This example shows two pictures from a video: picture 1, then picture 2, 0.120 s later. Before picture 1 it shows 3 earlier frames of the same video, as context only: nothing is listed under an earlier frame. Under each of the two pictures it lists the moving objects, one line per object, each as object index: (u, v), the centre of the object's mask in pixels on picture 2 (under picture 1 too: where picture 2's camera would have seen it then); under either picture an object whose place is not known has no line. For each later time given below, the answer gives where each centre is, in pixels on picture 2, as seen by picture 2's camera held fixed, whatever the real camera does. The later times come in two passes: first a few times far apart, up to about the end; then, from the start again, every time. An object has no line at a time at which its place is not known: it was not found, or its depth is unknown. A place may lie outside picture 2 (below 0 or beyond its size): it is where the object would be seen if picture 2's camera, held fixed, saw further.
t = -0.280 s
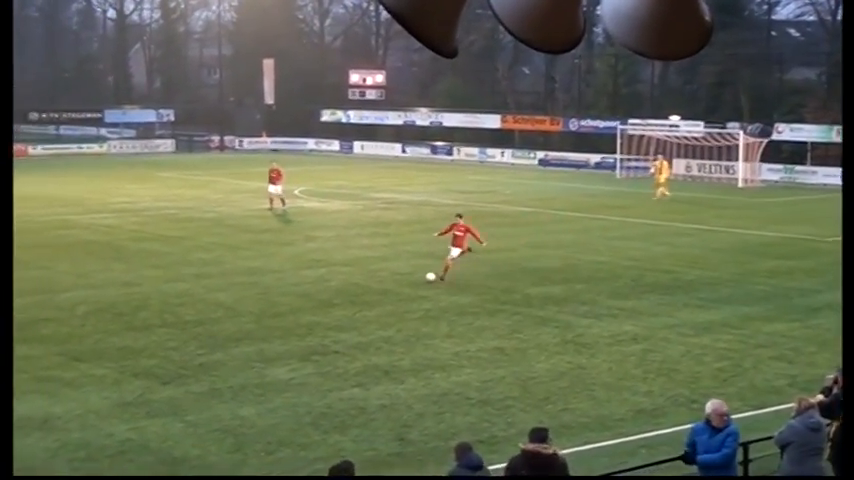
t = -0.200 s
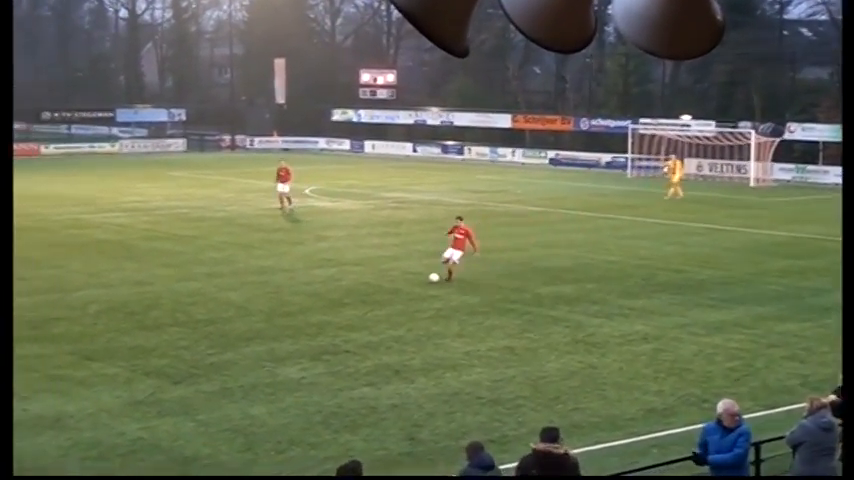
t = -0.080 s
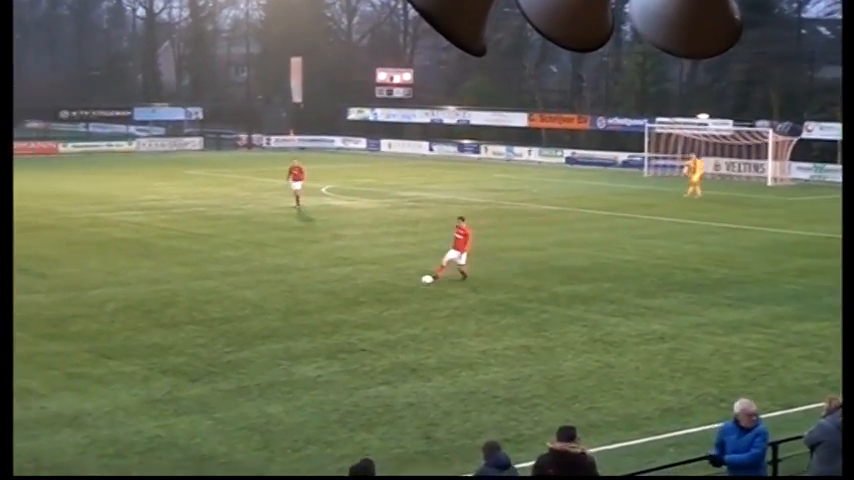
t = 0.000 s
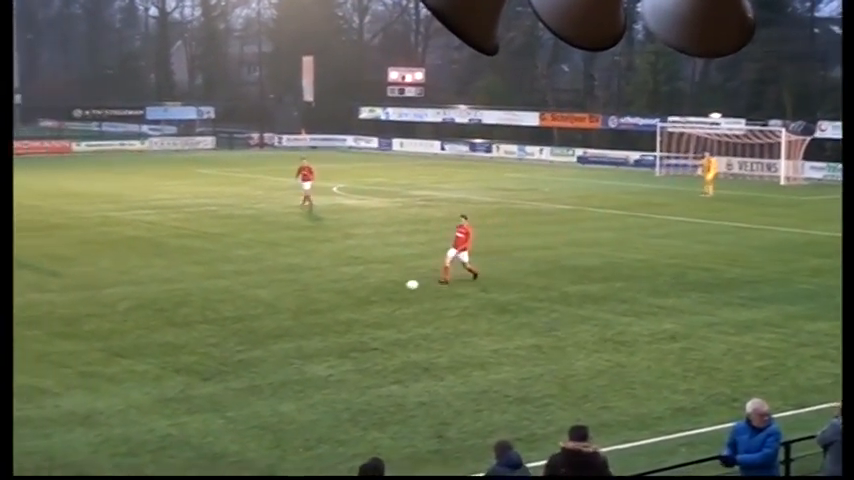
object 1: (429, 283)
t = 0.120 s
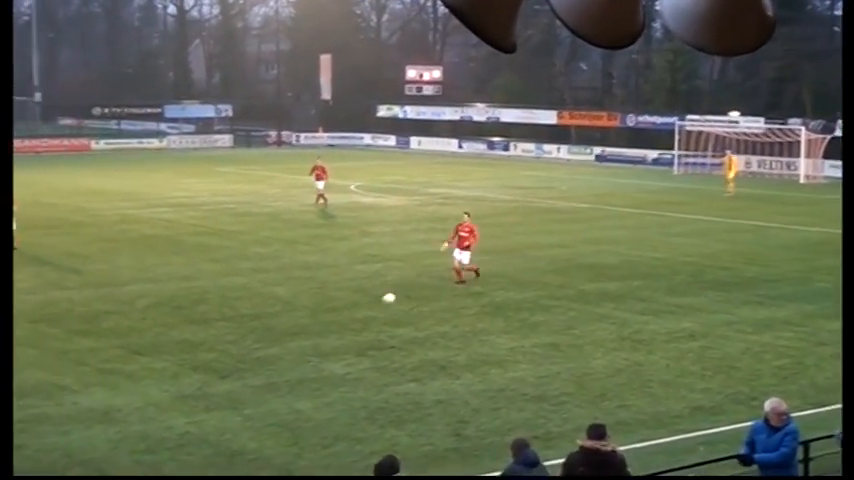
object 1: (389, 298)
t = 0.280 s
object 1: (338, 321)
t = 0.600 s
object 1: (242, 362)
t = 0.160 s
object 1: (375, 305)
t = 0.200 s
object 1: (362, 314)
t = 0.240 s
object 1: (350, 317)
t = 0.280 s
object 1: (338, 321)
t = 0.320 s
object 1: (325, 326)
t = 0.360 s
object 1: (313, 332)
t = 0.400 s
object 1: (301, 340)
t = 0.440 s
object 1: (289, 344)
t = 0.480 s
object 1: (278, 346)
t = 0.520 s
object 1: (266, 350)
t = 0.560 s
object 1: (254, 355)
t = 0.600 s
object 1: (242, 362)
